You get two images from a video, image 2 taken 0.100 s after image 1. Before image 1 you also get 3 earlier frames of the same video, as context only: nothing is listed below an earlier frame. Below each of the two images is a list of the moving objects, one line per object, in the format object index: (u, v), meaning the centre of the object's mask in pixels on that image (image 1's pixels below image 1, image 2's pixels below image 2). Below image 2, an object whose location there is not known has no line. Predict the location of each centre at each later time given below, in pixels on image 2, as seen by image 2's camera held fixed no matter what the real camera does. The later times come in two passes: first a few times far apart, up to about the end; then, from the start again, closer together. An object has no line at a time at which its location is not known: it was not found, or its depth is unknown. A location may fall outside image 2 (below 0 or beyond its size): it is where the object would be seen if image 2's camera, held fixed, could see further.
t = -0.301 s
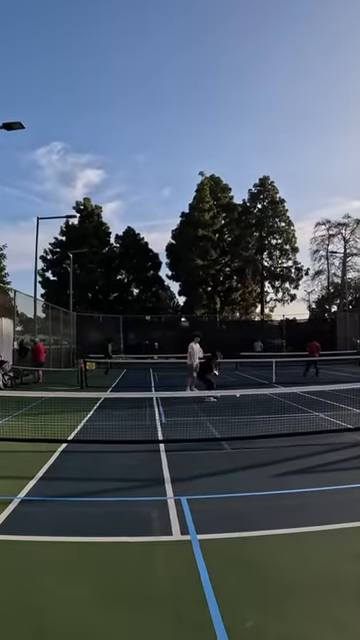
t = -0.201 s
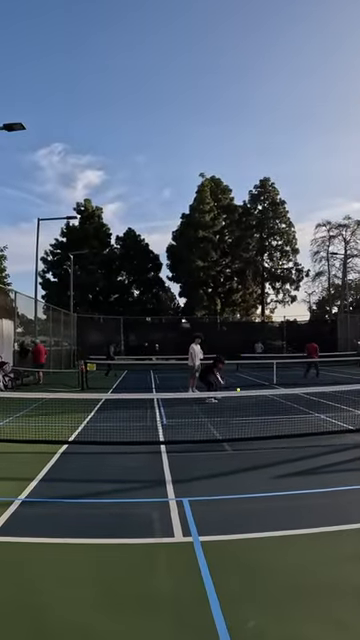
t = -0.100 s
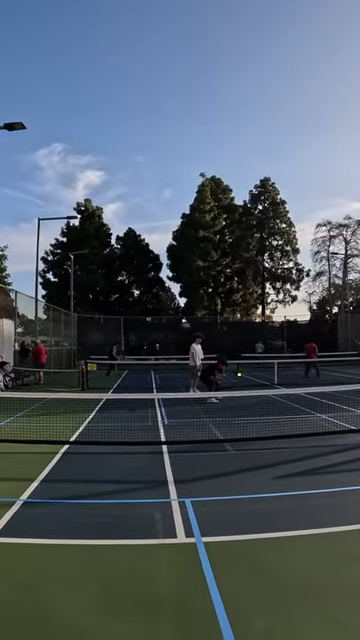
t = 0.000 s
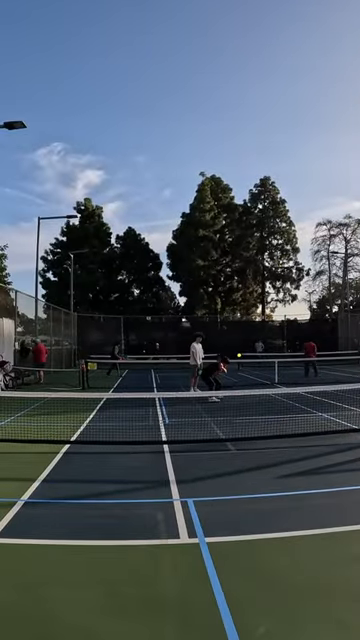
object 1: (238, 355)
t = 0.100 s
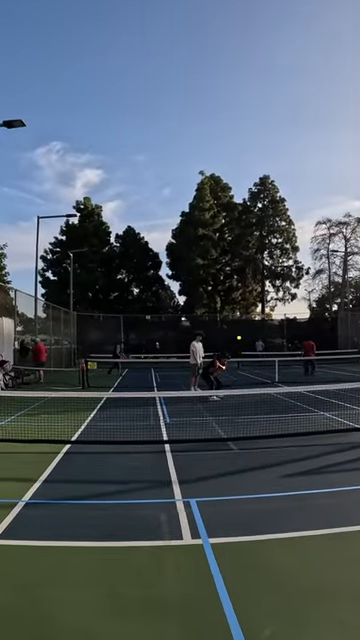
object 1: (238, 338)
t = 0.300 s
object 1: (238, 314)
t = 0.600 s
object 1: (238, 311)
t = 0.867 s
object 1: (238, 381)
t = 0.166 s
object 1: (239, 328)
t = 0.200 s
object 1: (238, 324)
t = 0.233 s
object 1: (238, 320)
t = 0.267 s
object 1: (238, 317)
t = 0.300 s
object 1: (238, 314)
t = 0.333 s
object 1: (238, 312)
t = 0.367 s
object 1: (237, 310)
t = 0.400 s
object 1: (237, 309)
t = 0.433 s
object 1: (236, 307)
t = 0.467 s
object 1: (236, 307)
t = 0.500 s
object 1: (237, 306)
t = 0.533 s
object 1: (237, 307)
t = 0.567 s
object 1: (238, 308)
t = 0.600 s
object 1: (238, 311)
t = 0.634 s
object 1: (239, 314)
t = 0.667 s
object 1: (239, 317)
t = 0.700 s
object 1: (240, 322)
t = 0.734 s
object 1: (241, 328)
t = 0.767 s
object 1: (241, 337)
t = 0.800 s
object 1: (241, 348)
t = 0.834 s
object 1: (240, 363)
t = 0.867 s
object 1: (238, 381)
